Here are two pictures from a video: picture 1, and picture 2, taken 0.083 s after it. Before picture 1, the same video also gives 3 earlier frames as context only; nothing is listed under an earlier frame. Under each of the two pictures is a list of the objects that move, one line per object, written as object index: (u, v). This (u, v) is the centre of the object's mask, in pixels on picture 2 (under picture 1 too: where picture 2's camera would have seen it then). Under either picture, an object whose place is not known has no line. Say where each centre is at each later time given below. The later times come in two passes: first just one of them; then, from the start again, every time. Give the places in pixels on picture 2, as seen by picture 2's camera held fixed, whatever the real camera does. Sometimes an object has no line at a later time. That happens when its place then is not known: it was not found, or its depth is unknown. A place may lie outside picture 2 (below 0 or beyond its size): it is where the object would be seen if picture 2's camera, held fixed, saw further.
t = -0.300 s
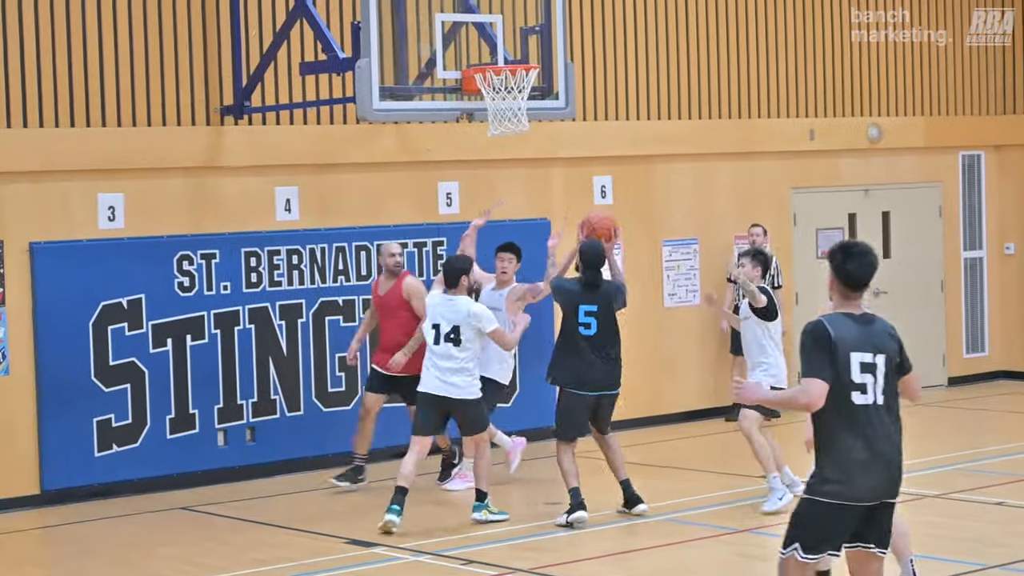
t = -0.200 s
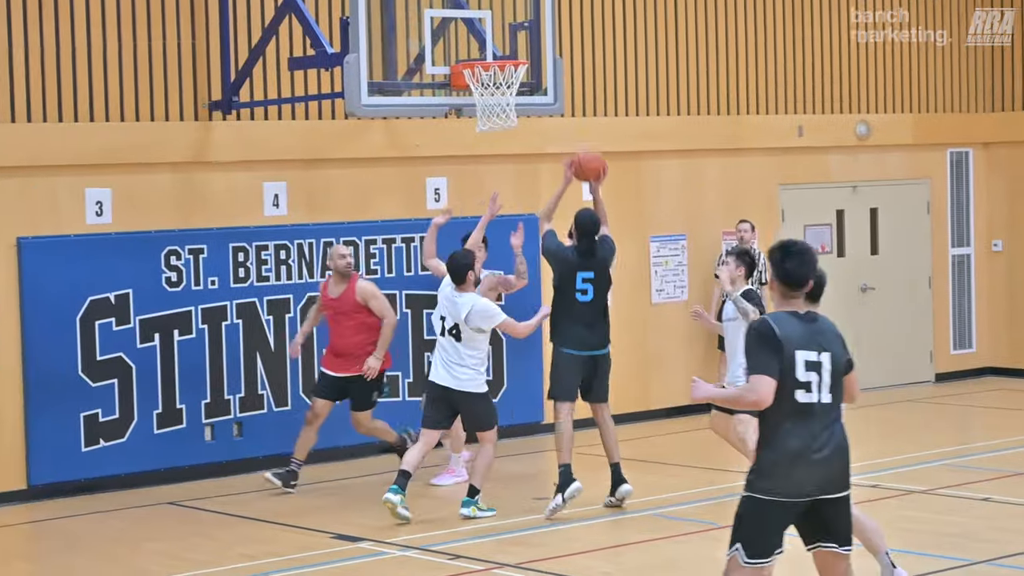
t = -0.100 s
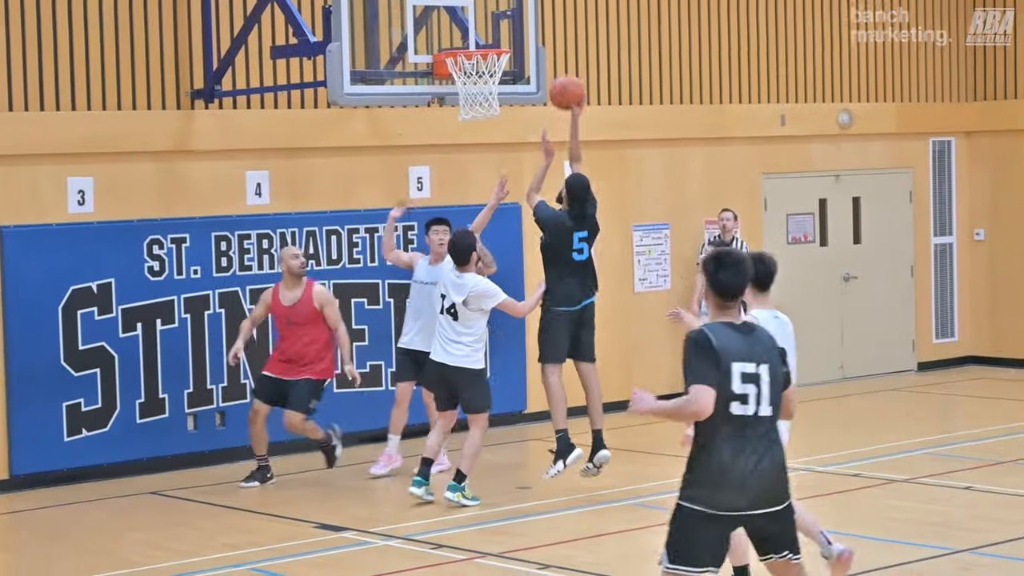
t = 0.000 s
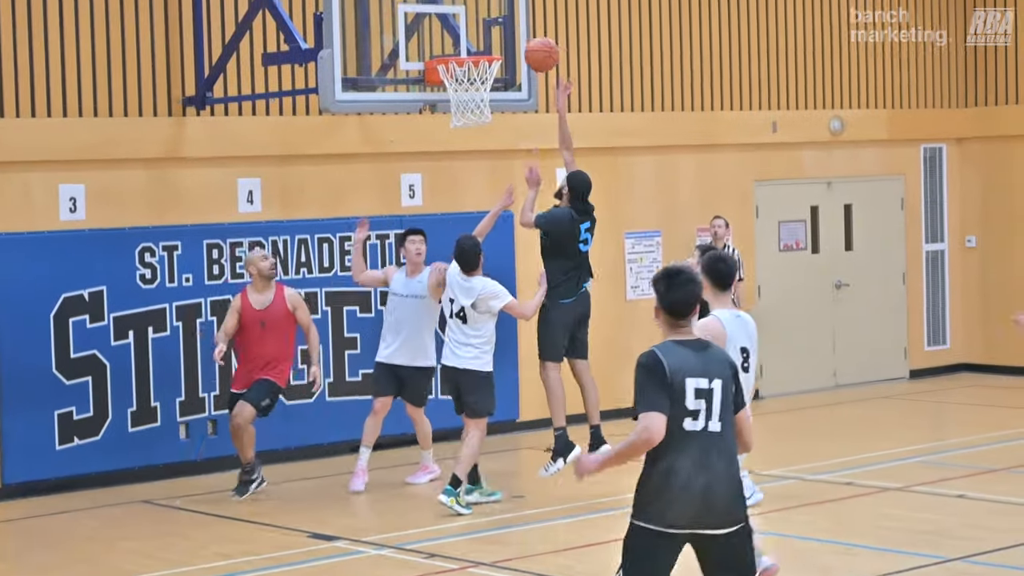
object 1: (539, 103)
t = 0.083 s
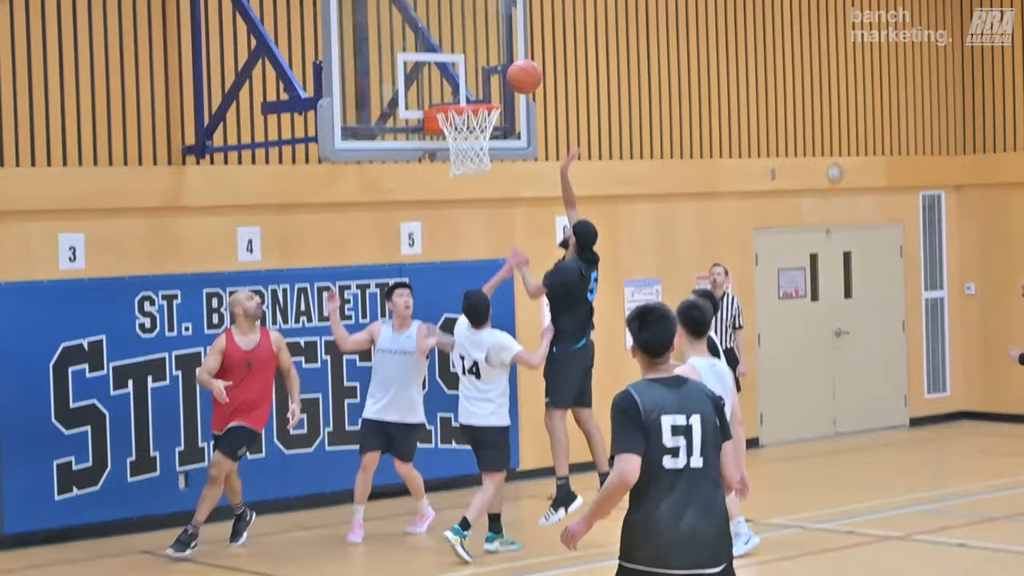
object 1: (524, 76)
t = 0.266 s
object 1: (492, 56)
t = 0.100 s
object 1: (522, 72)
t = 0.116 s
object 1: (518, 69)
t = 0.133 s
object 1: (516, 65)
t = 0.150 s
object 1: (511, 63)
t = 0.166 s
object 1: (508, 61)
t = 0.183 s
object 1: (506, 59)
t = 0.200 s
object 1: (504, 57)
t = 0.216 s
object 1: (500, 56)
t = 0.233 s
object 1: (497, 56)
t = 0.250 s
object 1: (494, 55)
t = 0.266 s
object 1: (492, 56)
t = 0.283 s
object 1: (488, 56)
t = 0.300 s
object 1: (484, 56)
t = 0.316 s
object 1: (481, 57)
